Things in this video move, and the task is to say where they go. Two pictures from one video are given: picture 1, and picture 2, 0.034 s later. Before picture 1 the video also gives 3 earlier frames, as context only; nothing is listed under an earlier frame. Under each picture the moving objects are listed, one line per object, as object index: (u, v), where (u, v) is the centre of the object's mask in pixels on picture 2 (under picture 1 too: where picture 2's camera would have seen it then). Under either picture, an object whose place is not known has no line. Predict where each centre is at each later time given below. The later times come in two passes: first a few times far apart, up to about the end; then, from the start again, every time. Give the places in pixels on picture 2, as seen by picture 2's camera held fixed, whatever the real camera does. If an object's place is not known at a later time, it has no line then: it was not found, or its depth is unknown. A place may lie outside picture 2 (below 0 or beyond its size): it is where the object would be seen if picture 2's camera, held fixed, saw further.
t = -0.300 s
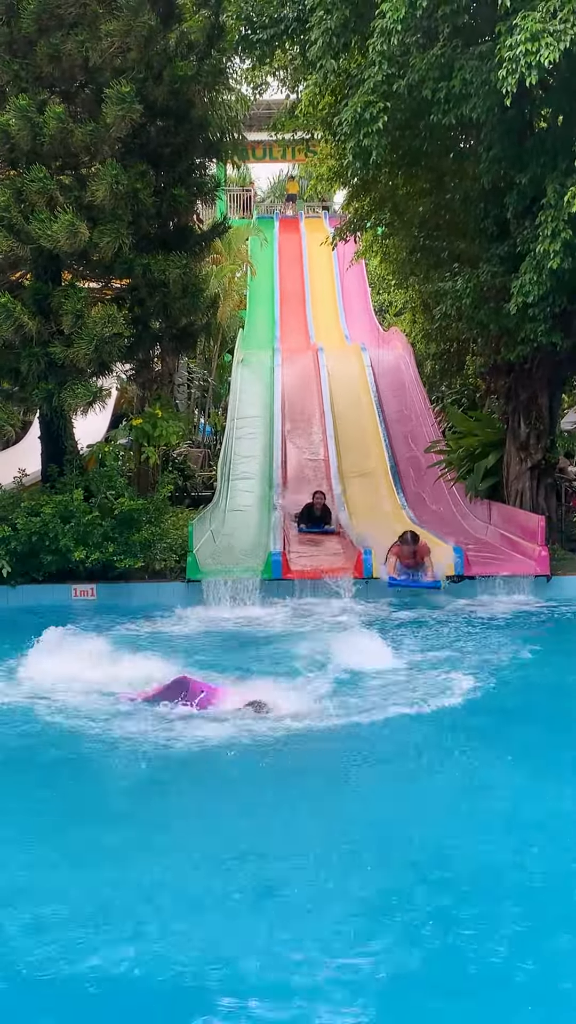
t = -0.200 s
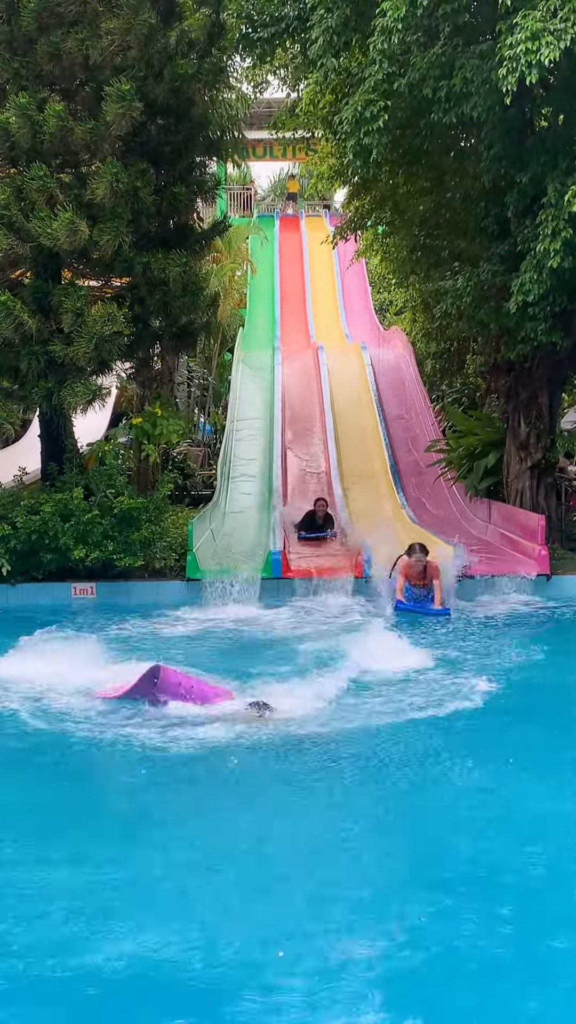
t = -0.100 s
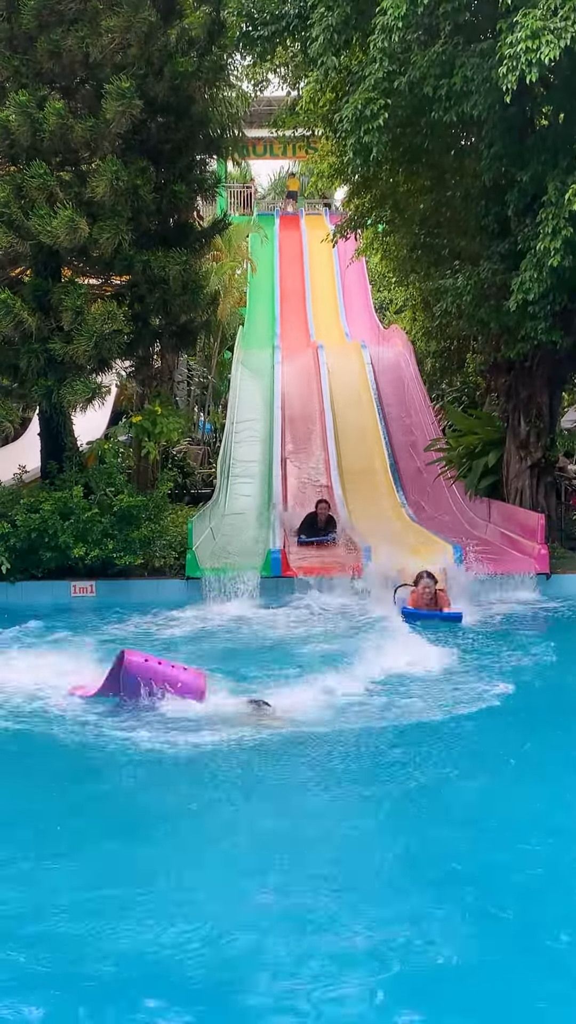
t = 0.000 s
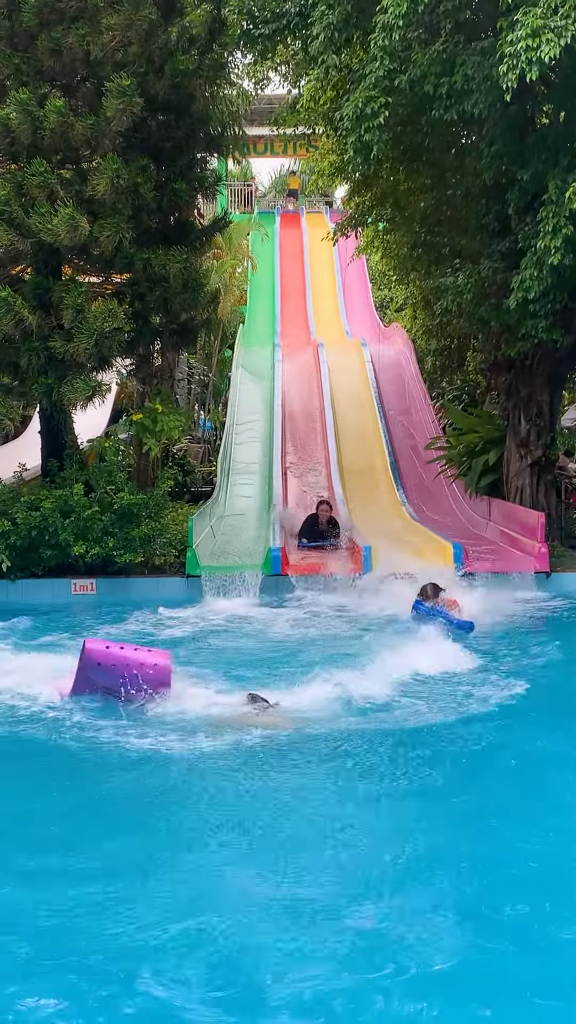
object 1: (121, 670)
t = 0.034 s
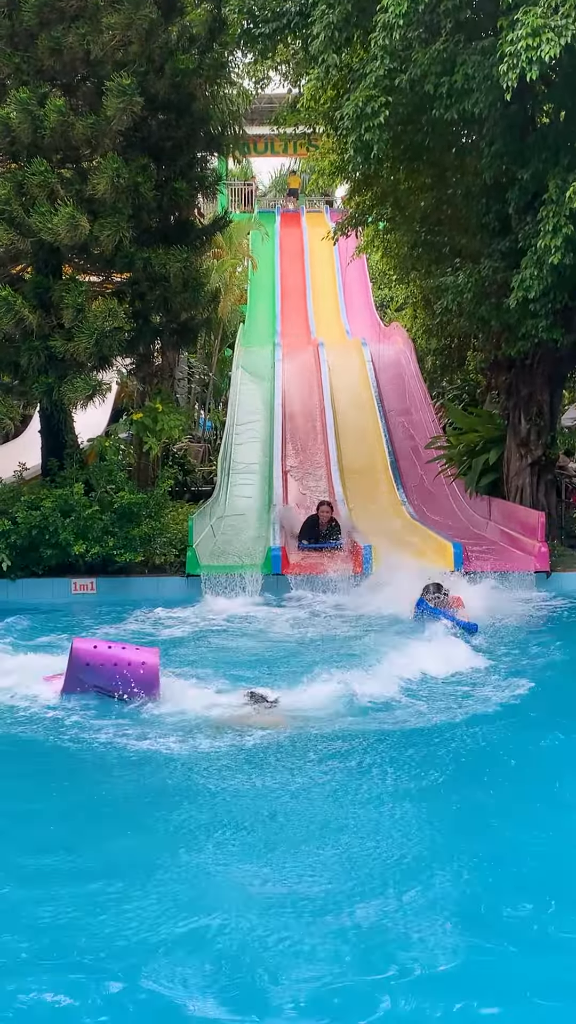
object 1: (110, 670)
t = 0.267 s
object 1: (59, 694)
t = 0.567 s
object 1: (27, 689)
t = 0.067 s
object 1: (101, 670)
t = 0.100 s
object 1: (91, 672)
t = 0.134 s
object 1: (82, 676)
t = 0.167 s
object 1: (74, 682)
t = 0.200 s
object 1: (72, 688)
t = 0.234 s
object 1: (63, 692)
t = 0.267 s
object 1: (59, 694)
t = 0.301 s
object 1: (57, 694)
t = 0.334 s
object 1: (54, 693)
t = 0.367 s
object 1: (50, 691)
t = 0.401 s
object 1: (43, 690)
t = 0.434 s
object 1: (39, 688)
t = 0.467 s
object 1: (36, 688)
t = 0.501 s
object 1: (33, 688)
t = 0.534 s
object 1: (30, 688)
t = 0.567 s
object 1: (27, 689)
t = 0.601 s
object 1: (26, 691)
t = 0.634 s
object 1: (23, 694)
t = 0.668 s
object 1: (22, 697)
